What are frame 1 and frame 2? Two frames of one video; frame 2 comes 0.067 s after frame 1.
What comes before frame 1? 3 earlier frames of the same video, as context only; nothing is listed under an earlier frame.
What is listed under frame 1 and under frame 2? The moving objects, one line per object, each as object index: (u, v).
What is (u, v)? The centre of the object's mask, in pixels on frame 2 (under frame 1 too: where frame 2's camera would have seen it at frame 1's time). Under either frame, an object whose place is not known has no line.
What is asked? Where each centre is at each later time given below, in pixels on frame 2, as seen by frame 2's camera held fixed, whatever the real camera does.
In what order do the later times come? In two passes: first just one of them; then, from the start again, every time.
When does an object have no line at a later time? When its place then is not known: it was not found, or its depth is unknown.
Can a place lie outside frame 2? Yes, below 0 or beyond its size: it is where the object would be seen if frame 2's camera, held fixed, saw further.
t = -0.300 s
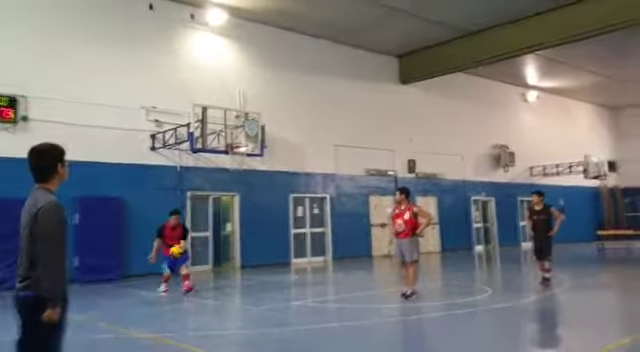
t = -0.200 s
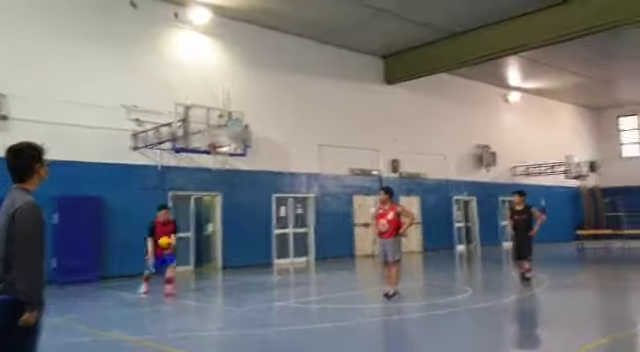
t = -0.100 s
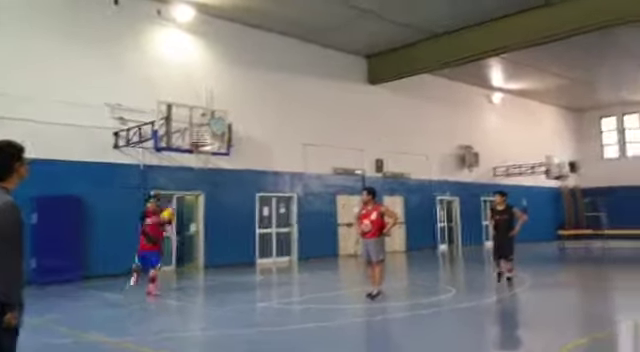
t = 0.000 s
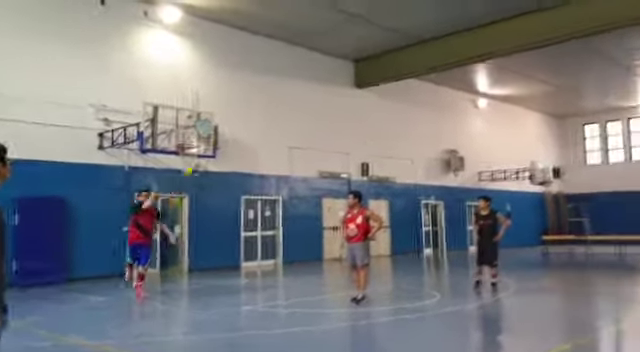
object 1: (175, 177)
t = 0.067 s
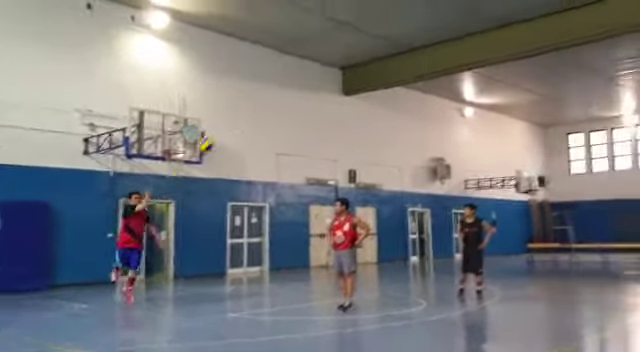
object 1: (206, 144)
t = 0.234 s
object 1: (273, 81)
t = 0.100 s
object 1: (221, 131)
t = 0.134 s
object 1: (233, 118)
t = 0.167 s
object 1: (246, 106)
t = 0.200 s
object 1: (258, 93)
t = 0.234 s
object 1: (273, 81)
